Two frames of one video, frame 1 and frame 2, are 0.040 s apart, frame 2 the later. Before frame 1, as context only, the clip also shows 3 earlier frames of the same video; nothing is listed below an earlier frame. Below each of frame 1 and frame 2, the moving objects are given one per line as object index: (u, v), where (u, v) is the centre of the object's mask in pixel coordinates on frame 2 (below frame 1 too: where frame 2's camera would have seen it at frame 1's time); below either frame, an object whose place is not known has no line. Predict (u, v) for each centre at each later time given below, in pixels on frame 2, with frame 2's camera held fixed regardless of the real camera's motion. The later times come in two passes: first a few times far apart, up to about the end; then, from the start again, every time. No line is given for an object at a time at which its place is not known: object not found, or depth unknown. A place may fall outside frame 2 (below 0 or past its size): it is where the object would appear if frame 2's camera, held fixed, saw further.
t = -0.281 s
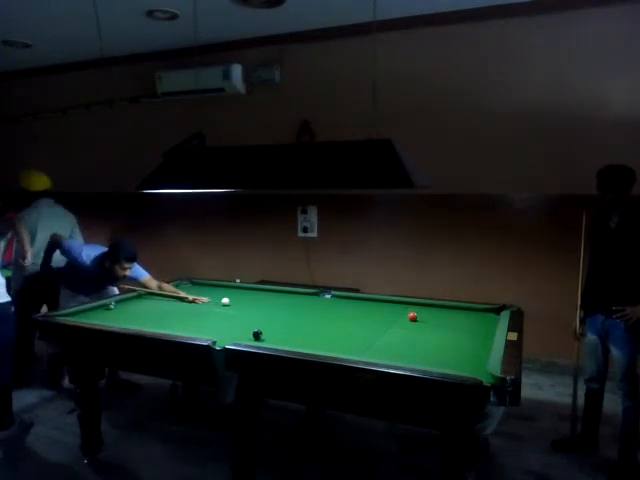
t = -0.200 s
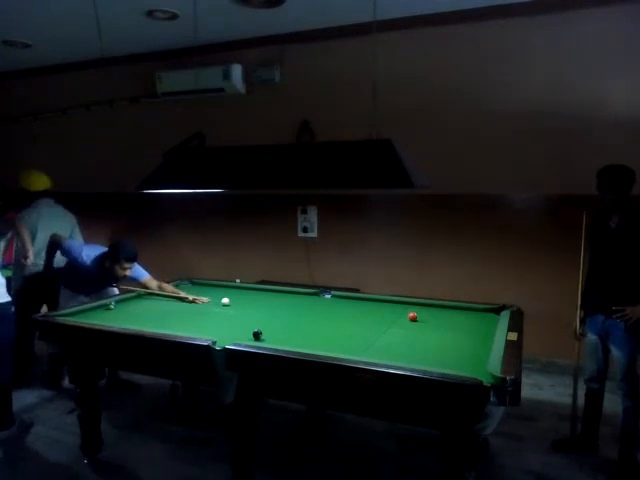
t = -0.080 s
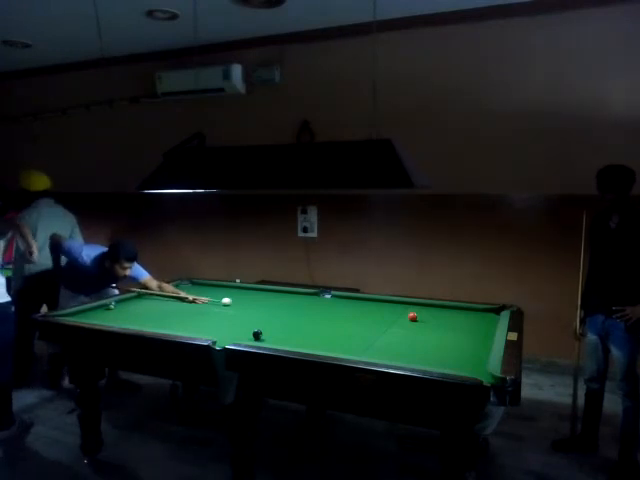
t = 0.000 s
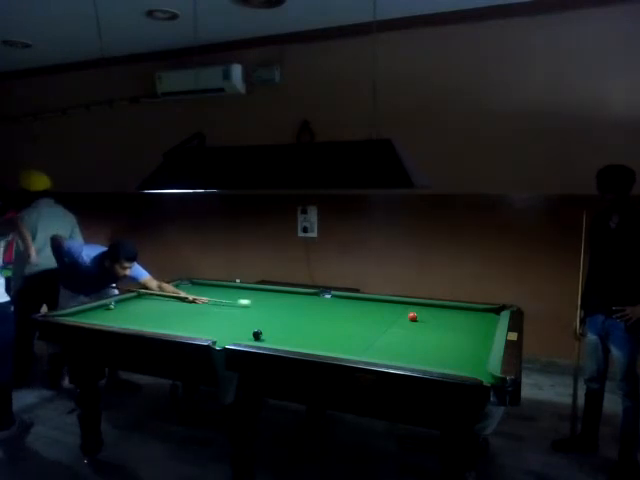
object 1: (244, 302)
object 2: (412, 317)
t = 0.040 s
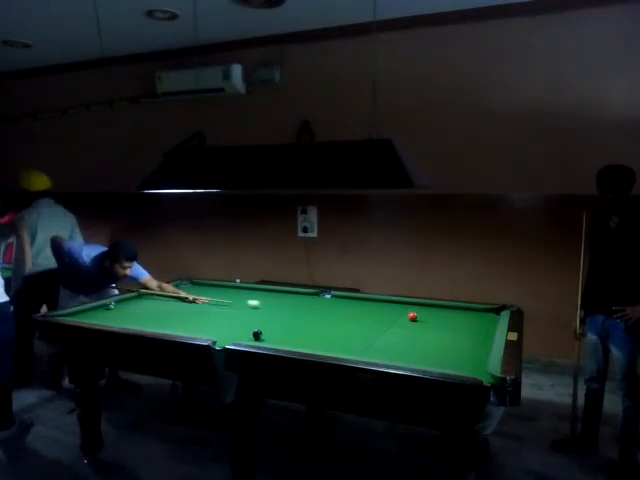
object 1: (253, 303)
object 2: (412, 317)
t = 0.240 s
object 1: (292, 306)
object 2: (412, 317)
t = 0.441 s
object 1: (331, 310)
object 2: (412, 317)
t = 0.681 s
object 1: (379, 314)
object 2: (412, 317)
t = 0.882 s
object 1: (414, 319)
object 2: (420, 315)
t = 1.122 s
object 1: (447, 327)
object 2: (434, 313)
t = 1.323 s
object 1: (477, 335)
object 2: (445, 312)
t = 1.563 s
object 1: (465, 338)
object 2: (458, 310)
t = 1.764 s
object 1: (441, 338)
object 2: (467, 309)
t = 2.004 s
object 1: (415, 338)
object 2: (474, 310)
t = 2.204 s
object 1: (394, 338)
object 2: (477, 312)
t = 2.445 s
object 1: (371, 339)
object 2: (482, 313)
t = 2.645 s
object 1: (353, 340)
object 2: (484, 314)
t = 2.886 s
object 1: (333, 340)
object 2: (487, 316)
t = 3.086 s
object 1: (318, 341)
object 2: (489, 316)
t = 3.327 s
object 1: (301, 341)
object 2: (491, 317)
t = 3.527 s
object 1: (289, 341)
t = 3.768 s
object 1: (275, 341)
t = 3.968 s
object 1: (265, 340)
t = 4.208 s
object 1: (258, 339)
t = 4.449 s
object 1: (253, 339)
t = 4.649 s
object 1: (252, 338)
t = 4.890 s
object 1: (251, 338)
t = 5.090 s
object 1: (250, 338)
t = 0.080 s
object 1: (261, 304)
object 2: (412, 317)
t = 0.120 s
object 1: (269, 305)
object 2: (412, 317)
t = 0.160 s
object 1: (277, 305)
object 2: (412, 317)
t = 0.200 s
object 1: (285, 306)
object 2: (412, 317)
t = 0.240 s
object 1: (292, 306)
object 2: (412, 317)
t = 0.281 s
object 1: (300, 307)
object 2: (412, 317)
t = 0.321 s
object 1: (308, 308)
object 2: (412, 317)
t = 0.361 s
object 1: (315, 308)
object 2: (412, 317)
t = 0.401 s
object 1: (323, 309)
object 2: (412, 317)
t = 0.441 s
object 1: (331, 310)
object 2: (412, 317)
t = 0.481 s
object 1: (340, 311)
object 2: (412, 317)
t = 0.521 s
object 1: (347, 312)
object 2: (412, 317)
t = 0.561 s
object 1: (355, 312)
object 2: (412, 317)
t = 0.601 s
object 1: (363, 313)
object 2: (412, 317)
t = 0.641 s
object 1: (371, 314)
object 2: (412, 317)
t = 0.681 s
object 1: (379, 314)
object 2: (412, 317)
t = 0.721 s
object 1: (388, 315)
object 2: (412, 317)
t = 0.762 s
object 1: (395, 316)
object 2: (412, 317)
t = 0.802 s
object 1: (403, 316)
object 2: (413, 317)
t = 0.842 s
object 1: (409, 318)
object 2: (417, 316)
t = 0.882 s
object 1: (414, 319)
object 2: (420, 315)
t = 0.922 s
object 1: (420, 320)
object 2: (421, 314)
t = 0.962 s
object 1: (425, 322)
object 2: (424, 315)
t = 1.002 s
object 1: (430, 323)
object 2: (427, 315)
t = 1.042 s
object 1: (436, 324)
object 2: (430, 315)
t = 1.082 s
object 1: (441, 326)
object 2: (432, 314)
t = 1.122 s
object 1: (447, 327)
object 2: (434, 313)
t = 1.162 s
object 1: (453, 329)
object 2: (437, 313)
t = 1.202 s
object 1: (459, 330)
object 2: (439, 313)
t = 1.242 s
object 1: (465, 332)
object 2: (441, 312)
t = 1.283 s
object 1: (471, 333)
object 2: (443, 312)
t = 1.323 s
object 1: (477, 335)
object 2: (445, 312)
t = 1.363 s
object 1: (483, 336)
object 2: (447, 311)
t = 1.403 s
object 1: (485, 338)
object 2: (450, 311)
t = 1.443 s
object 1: (480, 337)
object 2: (451, 311)
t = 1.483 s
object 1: (475, 337)
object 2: (453, 310)
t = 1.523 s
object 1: (470, 338)
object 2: (456, 310)
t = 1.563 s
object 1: (465, 338)
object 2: (458, 310)
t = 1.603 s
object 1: (460, 338)
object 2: (459, 310)
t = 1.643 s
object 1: (455, 338)
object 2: (461, 309)
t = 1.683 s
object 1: (451, 338)
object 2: (463, 309)
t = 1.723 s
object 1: (446, 338)
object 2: (465, 309)
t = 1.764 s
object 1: (441, 338)
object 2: (467, 309)
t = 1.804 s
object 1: (437, 338)
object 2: (468, 309)
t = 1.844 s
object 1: (432, 338)
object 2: (469, 309)
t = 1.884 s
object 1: (428, 338)
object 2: (471, 309)
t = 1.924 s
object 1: (423, 338)
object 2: (471, 309)
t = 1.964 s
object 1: (419, 338)
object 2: (473, 309)
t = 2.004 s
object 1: (415, 338)
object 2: (474, 310)
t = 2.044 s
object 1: (411, 338)
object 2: (474, 310)
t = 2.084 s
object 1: (406, 338)
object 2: (475, 311)
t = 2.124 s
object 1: (402, 338)
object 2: (476, 311)
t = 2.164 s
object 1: (399, 339)
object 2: (477, 311)
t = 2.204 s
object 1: (394, 338)
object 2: (477, 312)
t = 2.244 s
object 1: (391, 339)
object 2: (479, 312)
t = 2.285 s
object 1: (386, 339)
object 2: (479, 312)
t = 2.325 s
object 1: (383, 339)
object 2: (480, 312)
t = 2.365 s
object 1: (379, 339)
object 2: (480, 312)
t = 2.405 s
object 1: (375, 339)
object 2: (481, 313)
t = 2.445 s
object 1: (371, 339)
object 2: (482, 313)
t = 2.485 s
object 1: (368, 339)
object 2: (482, 314)
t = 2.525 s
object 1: (364, 339)
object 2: (483, 314)
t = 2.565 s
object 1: (360, 340)
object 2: (483, 314)
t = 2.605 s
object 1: (357, 339)
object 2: (484, 314)
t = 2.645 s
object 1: (353, 340)
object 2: (484, 314)
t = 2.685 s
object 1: (350, 340)
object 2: (485, 315)
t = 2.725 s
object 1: (346, 340)
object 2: (485, 315)
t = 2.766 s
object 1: (343, 340)
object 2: (486, 315)
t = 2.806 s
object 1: (339, 340)
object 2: (486, 315)
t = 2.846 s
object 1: (336, 340)
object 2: (487, 316)
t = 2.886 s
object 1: (333, 340)
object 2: (487, 316)
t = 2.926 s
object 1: (330, 340)
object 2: (488, 316)
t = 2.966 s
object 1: (327, 341)
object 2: (488, 316)
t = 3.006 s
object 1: (324, 341)
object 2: (489, 316)
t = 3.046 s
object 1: (321, 341)
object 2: (489, 316)
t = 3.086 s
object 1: (318, 341)
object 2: (489, 316)
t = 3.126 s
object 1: (315, 341)
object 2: (489, 316)
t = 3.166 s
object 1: (312, 341)
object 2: (489, 316)
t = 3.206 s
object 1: (310, 341)
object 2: (489, 316)
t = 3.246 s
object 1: (307, 341)
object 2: (490, 316)
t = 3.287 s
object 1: (304, 341)
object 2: (490, 316)
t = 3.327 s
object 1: (301, 341)
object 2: (491, 317)
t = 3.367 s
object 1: (299, 342)
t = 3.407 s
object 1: (296, 341)
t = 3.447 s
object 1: (294, 341)
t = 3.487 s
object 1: (292, 341)
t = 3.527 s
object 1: (289, 341)
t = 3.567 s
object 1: (286, 341)
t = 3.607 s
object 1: (284, 341)
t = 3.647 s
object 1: (282, 341)
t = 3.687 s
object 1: (280, 341)
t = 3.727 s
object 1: (278, 341)
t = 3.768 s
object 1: (275, 341)
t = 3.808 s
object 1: (274, 340)
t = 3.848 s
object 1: (271, 340)
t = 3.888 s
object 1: (269, 340)
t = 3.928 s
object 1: (268, 340)
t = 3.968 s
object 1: (265, 340)
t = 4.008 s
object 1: (264, 340)
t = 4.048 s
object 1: (262, 340)
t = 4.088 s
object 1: (261, 340)
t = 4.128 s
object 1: (259, 340)
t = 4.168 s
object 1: (258, 340)
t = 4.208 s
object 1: (258, 339)
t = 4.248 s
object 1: (257, 340)
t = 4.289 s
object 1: (257, 339)
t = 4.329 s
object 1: (256, 339)
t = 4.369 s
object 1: (255, 339)
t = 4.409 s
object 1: (255, 339)
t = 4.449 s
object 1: (253, 339)
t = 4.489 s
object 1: (253, 339)
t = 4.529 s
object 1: (253, 339)
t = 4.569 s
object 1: (253, 339)
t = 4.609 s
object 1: (252, 338)
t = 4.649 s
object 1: (252, 338)
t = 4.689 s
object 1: (251, 338)
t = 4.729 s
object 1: (251, 338)
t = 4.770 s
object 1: (251, 338)
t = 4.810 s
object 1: (251, 338)
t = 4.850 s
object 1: (251, 338)
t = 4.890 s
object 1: (251, 338)
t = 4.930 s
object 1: (250, 338)
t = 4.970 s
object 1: (251, 338)
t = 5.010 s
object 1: (251, 338)
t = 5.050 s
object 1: (250, 338)
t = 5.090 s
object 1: (250, 338)
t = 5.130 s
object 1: (250, 338)
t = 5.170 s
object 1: (250, 338)
